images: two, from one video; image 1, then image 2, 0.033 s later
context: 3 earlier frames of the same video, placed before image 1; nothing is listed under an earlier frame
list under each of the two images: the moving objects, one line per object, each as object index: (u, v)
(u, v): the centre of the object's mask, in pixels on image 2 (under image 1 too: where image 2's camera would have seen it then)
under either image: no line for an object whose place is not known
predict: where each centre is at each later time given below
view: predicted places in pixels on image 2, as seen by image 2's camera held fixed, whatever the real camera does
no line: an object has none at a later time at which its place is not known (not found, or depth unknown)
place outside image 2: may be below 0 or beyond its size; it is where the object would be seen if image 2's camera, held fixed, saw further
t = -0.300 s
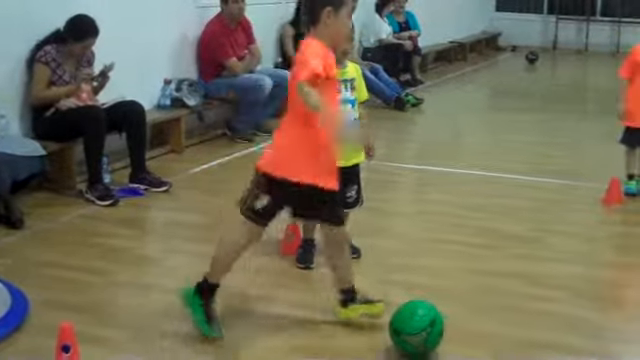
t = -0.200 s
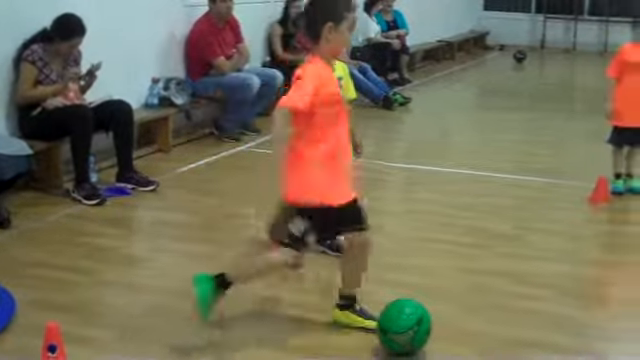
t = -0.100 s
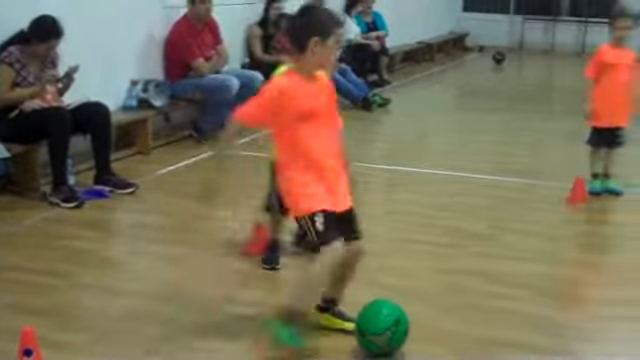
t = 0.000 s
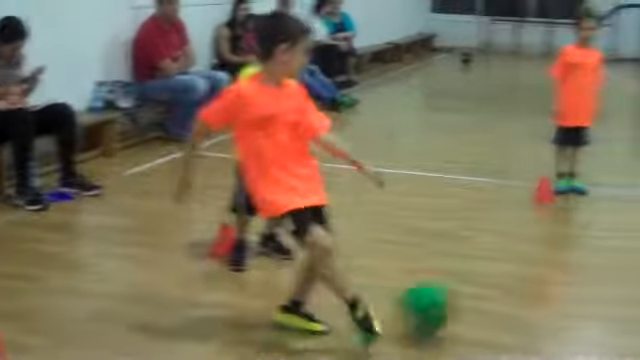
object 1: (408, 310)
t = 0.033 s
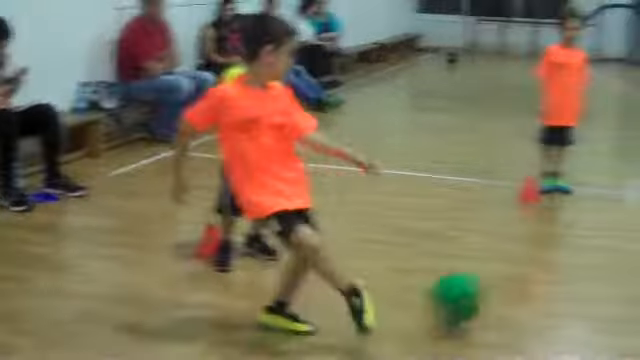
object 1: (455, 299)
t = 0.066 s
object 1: (499, 290)
